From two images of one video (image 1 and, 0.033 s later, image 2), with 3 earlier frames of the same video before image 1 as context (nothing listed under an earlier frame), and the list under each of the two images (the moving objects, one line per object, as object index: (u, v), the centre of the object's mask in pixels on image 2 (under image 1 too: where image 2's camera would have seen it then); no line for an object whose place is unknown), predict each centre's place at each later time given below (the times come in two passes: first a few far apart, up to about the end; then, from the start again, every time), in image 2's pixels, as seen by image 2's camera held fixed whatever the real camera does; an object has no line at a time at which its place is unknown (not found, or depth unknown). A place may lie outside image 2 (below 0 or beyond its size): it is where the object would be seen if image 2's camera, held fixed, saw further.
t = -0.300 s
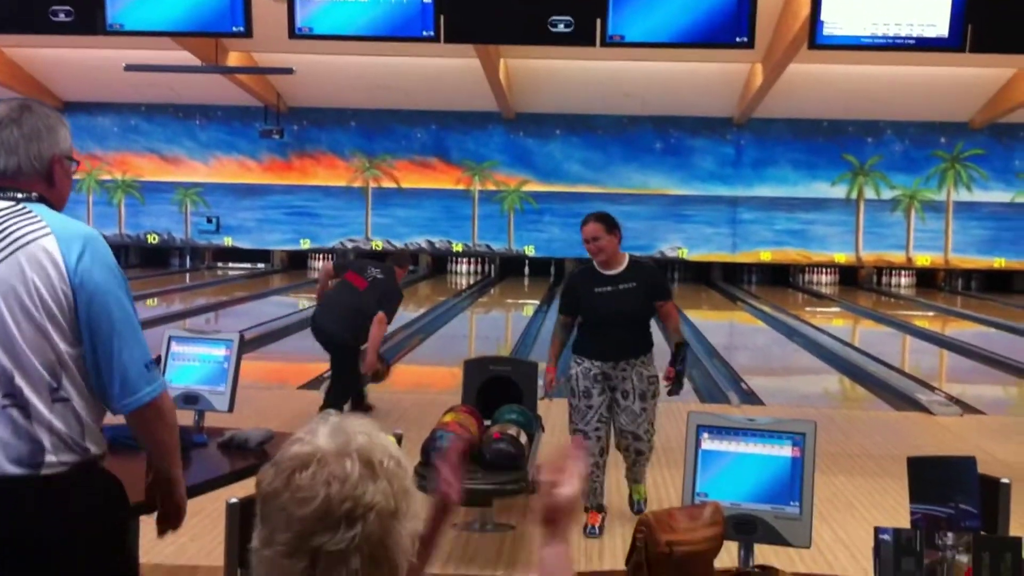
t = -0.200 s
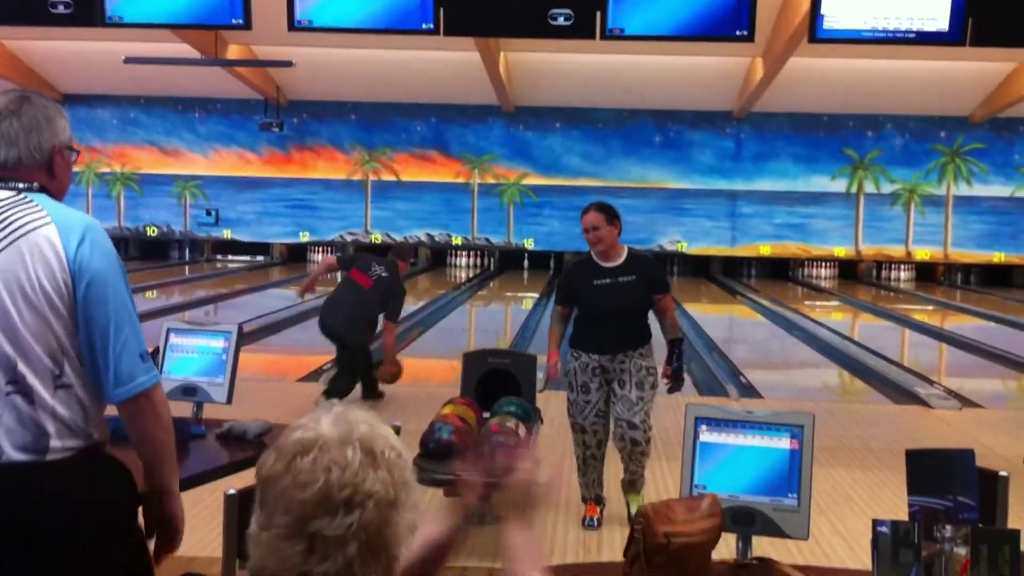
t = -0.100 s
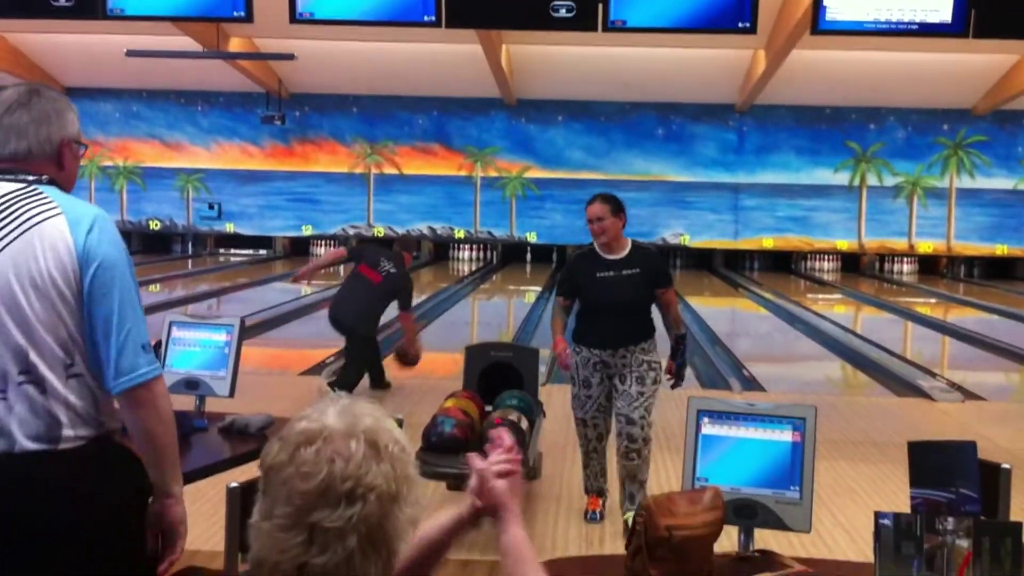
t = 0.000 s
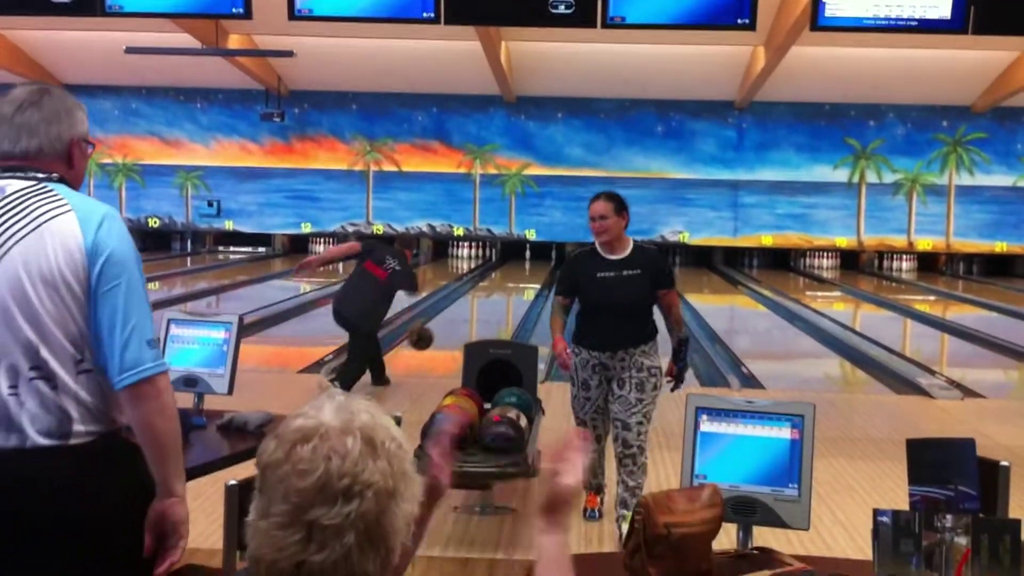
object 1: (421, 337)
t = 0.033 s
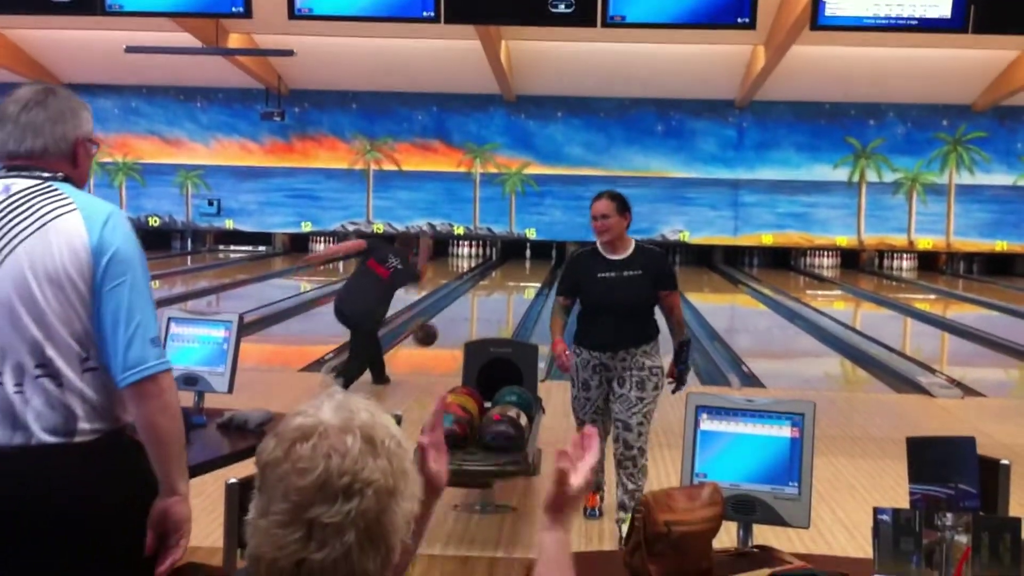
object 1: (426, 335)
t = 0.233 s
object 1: (448, 340)
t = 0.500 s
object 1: (472, 325)
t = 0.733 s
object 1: (489, 312)
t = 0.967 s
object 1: (502, 302)
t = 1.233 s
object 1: (514, 293)
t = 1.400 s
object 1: (521, 288)
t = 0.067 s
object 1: (429, 333)
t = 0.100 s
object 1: (434, 333)
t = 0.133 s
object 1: (437, 335)
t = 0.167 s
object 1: (440, 337)
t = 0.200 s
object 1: (444, 341)
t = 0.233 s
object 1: (448, 340)
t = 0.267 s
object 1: (451, 338)
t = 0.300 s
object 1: (455, 336)
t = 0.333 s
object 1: (458, 335)
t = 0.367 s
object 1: (461, 332)
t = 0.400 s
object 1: (464, 330)
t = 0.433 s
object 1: (466, 329)
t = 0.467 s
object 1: (470, 326)
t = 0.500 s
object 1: (472, 325)
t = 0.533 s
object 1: (475, 323)
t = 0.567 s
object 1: (478, 321)
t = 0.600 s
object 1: (480, 320)
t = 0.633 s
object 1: (482, 318)
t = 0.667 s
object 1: (484, 316)
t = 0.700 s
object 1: (486, 314)
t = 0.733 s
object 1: (489, 312)
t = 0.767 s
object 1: (491, 311)
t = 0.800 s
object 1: (493, 309)
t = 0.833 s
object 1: (495, 308)
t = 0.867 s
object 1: (496, 306)
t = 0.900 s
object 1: (498, 305)
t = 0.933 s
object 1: (500, 303)
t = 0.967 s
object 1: (502, 302)
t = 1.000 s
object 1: (504, 301)
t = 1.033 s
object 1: (506, 299)
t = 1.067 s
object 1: (507, 298)
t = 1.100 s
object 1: (509, 297)
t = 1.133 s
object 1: (510, 296)
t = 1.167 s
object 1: (512, 295)
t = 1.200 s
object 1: (513, 294)
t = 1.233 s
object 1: (514, 293)
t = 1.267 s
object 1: (516, 292)
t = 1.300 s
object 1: (517, 291)
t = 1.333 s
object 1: (519, 290)
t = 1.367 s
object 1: (520, 289)
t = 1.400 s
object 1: (521, 288)
